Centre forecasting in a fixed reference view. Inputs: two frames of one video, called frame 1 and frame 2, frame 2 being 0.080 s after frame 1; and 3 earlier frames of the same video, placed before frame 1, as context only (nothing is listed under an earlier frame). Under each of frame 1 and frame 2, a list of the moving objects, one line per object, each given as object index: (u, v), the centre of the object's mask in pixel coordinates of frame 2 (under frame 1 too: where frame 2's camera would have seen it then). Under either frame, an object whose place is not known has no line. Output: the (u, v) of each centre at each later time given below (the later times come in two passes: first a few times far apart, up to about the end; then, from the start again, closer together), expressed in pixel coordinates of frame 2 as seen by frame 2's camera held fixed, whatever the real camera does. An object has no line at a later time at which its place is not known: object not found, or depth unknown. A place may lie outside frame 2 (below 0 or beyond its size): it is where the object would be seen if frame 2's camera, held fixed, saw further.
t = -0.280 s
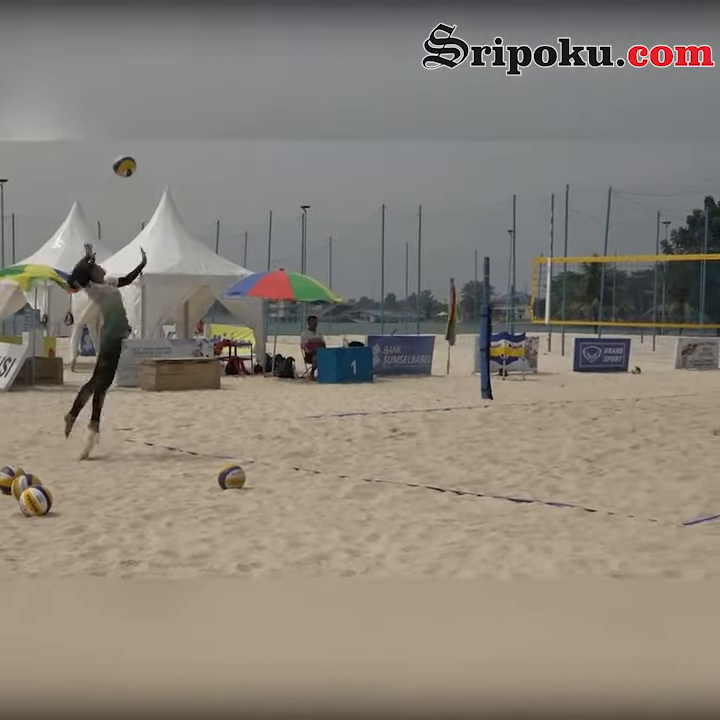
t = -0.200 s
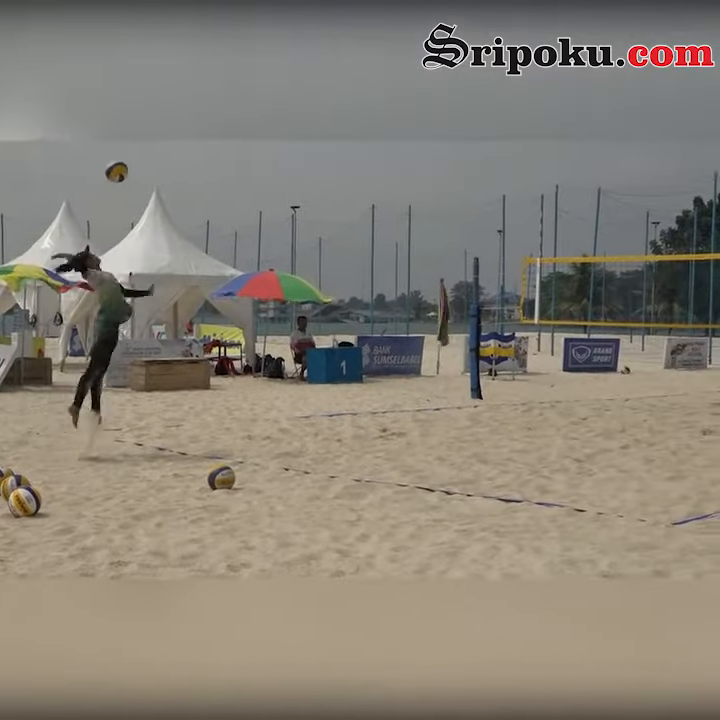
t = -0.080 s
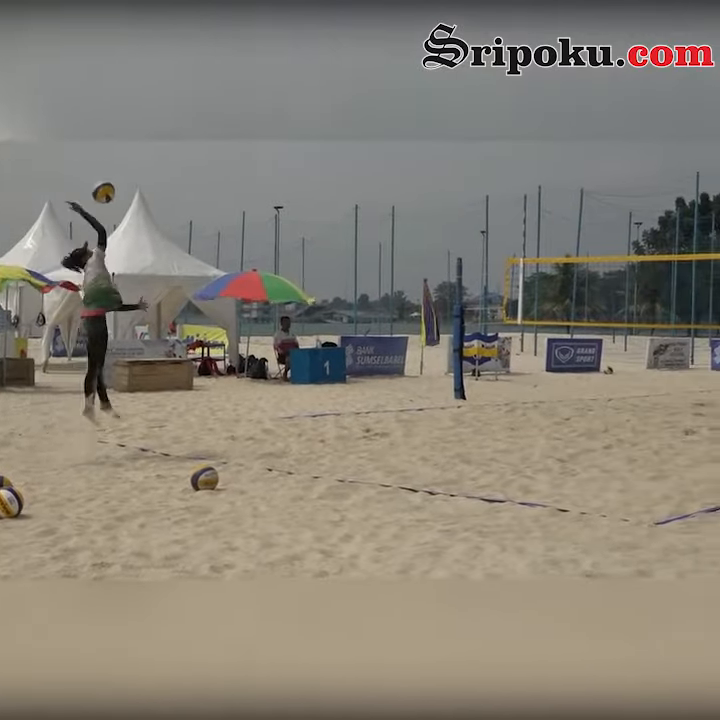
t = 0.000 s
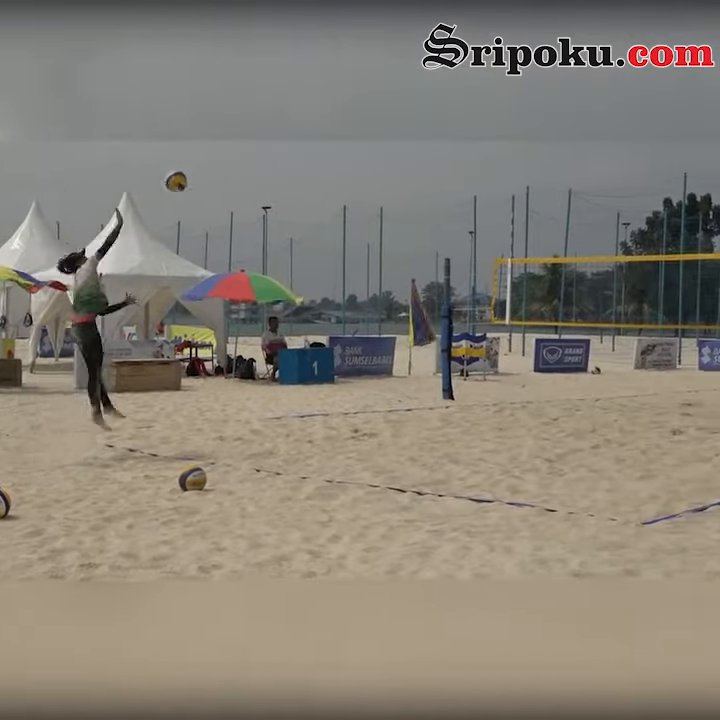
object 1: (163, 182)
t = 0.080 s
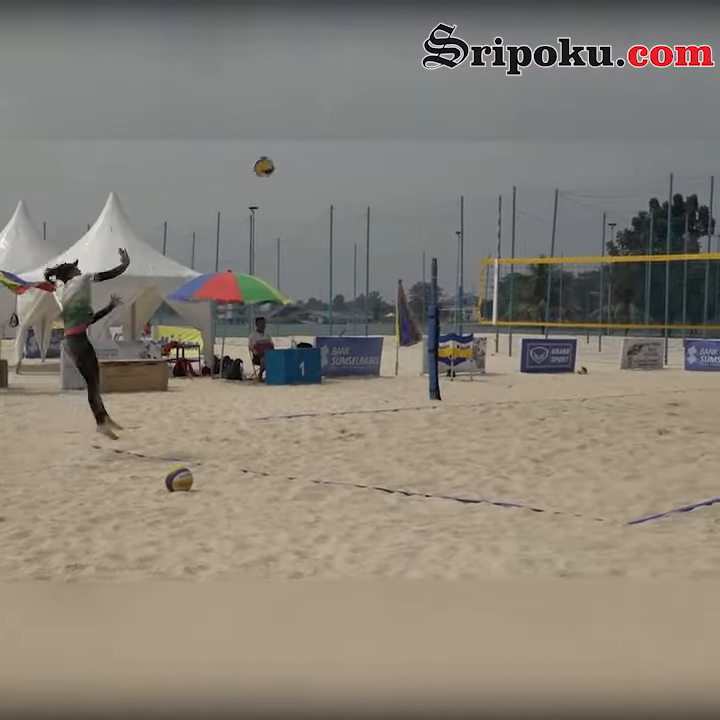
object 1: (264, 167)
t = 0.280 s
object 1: (474, 153)
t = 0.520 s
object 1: (679, 173)
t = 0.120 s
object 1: (310, 162)
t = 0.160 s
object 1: (354, 157)
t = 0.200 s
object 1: (395, 154)
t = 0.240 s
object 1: (435, 153)
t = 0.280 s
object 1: (474, 153)
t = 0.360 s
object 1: (547, 155)
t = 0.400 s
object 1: (581, 157)
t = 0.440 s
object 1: (615, 162)
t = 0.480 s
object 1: (647, 167)
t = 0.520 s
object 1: (679, 173)
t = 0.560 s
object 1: (710, 179)
